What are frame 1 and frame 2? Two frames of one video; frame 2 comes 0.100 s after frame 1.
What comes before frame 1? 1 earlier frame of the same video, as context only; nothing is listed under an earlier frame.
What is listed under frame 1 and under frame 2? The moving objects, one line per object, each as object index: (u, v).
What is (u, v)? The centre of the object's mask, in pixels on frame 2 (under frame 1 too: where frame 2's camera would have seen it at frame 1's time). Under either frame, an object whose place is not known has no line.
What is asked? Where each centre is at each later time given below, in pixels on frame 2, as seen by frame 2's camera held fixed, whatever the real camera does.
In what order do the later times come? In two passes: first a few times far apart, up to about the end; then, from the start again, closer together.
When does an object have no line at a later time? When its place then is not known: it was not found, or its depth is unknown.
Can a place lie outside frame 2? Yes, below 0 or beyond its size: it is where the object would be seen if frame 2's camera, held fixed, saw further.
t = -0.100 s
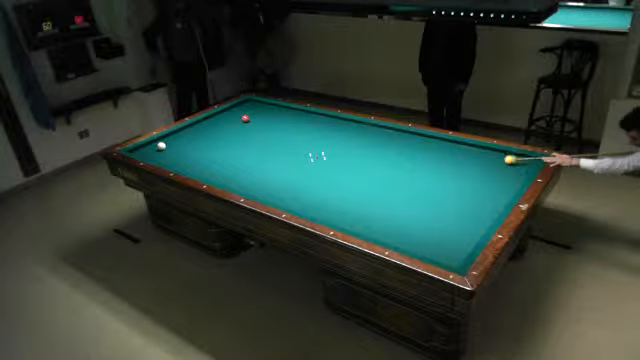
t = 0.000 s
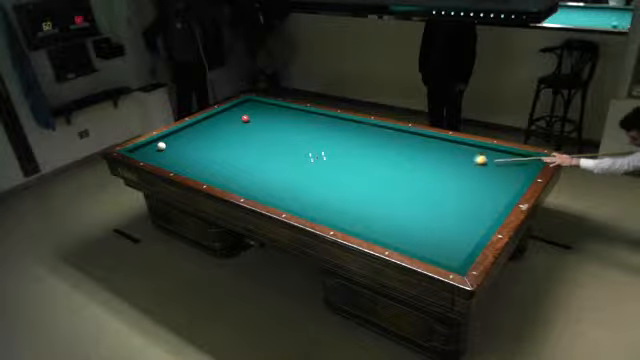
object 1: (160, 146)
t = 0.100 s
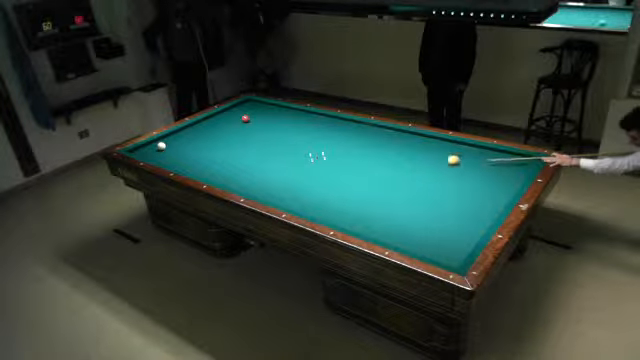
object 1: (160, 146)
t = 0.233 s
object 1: (160, 146)
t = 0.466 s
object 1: (161, 146)
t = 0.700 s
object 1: (161, 146)
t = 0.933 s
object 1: (161, 146)
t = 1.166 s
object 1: (160, 146)
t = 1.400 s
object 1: (161, 146)
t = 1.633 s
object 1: (160, 146)
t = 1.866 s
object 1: (174, 147)
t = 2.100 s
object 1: (190, 148)
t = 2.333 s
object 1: (206, 149)
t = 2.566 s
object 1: (222, 150)
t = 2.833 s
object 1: (240, 152)
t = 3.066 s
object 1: (257, 153)
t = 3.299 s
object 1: (273, 154)
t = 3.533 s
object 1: (289, 155)
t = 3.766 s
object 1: (305, 156)
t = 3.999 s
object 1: (321, 158)
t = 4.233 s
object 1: (337, 159)
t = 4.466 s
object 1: (353, 160)
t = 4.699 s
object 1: (369, 161)
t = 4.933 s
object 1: (385, 162)
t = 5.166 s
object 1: (401, 163)
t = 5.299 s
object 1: (410, 164)
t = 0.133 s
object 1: (160, 146)
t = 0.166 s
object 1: (160, 146)
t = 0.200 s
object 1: (161, 146)
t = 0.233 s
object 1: (160, 146)
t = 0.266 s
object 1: (161, 146)
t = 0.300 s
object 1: (161, 146)
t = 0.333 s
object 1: (161, 146)
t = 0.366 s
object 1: (161, 146)
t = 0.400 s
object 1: (161, 146)
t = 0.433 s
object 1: (161, 146)
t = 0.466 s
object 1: (161, 146)
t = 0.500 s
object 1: (161, 146)
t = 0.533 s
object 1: (161, 146)
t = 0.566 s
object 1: (161, 146)
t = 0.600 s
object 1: (161, 146)
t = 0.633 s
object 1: (161, 146)
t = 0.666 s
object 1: (161, 146)
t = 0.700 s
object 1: (161, 146)
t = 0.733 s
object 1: (161, 146)
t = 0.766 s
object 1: (161, 146)
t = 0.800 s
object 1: (161, 146)
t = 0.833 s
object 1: (161, 146)
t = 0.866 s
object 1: (161, 146)
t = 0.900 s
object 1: (161, 146)
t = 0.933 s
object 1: (161, 146)
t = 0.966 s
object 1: (161, 146)
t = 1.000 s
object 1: (161, 146)
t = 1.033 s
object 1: (161, 146)
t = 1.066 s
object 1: (161, 146)
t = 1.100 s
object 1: (161, 146)
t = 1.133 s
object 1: (161, 146)
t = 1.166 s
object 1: (160, 146)
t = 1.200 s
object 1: (161, 146)
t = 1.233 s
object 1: (161, 146)
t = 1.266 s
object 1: (161, 146)
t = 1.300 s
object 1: (161, 146)
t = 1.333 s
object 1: (161, 146)
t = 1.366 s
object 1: (161, 146)
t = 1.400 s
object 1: (161, 146)
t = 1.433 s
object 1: (161, 146)
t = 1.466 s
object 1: (161, 146)
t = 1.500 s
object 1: (161, 146)
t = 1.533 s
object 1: (160, 146)
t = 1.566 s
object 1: (160, 146)
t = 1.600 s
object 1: (160, 146)
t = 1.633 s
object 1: (160, 146)
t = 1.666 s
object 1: (161, 146)
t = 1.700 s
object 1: (161, 146)
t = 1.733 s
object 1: (164, 146)
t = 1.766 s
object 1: (167, 146)
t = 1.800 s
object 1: (170, 147)
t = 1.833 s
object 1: (172, 147)
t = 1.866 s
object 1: (174, 147)
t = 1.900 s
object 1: (177, 147)
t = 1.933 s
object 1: (179, 147)
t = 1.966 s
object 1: (181, 147)
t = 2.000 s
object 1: (183, 148)
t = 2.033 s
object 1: (186, 148)
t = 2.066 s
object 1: (188, 148)
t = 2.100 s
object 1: (190, 148)
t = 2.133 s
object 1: (193, 148)
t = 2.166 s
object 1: (194, 148)
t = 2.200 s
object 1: (197, 149)
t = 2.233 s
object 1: (199, 149)
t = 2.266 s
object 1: (202, 149)
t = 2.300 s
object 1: (203, 149)
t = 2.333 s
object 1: (206, 149)
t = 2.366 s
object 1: (208, 150)
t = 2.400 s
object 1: (211, 150)
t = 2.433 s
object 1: (213, 150)
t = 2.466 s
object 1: (215, 150)
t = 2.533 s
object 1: (220, 150)
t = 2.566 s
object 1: (222, 150)
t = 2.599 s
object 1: (224, 151)
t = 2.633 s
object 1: (227, 151)
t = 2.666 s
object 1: (229, 151)
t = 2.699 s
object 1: (231, 151)
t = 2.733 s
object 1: (234, 151)
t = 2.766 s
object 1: (236, 151)
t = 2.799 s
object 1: (238, 151)
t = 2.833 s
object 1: (240, 152)
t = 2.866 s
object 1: (243, 152)
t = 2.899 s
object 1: (245, 152)
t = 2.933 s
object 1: (247, 152)
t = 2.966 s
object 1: (250, 152)
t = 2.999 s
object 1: (252, 153)
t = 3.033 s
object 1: (254, 153)
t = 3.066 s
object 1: (257, 153)
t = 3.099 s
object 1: (259, 153)
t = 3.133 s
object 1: (261, 153)
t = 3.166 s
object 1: (264, 154)
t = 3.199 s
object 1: (266, 154)
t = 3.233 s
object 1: (268, 154)
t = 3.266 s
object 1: (271, 154)
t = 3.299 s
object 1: (273, 154)
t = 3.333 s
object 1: (275, 154)
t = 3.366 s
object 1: (277, 154)
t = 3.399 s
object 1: (280, 155)
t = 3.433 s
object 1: (282, 155)
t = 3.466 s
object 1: (284, 155)
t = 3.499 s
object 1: (287, 155)
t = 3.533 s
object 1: (289, 155)
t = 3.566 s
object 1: (291, 155)
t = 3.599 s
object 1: (294, 156)
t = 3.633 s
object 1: (296, 156)
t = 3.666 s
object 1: (298, 156)
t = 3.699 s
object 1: (300, 156)
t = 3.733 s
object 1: (302, 156)
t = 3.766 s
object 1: (305, 156)
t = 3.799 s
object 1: (307, 157)
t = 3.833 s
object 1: (309, 157)
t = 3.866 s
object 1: (312, 157)
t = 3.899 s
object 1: (314, 157)
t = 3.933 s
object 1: (316, 158)
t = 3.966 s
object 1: (319, 157)
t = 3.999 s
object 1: (321, 158)
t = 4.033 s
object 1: (323, 158)
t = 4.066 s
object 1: (326, 158)
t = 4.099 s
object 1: (328, 158)
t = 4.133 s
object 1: (330, 158)
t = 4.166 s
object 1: (332, 158)
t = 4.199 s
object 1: (335, 159)
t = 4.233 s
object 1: (337, 159)
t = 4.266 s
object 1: (339, 159)
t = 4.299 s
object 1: (342, 159)
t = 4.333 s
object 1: (344, 159)
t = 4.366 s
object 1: (346, 160)
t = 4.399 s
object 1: (349, 160)
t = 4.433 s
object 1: (351, 160)
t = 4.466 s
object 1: (353, 160)
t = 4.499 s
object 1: (356, 160)
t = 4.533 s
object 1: (358, 160)
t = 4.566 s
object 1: (360, 160)
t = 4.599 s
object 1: (363, 161)
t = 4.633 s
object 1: (365, 161)
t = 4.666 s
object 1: (367, 161)
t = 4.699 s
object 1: (369, 161)
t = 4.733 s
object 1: (372, 161)
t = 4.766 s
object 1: (374, 161)
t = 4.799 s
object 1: (376, 162)
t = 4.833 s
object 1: (378, 162)
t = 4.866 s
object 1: (381, 162)
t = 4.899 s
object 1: (383, 162)
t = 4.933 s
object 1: (385, 162)
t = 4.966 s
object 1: (388, 162)
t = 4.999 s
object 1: (390, 162)
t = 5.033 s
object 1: (392, 163)
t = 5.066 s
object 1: (395, 163)
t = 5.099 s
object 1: (397, 163)
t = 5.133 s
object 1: (399, 163)
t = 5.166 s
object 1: (401, 163)
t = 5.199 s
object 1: (404, 164)
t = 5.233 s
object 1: (406, 164)
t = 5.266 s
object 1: (408, 164)
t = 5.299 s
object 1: (410, 164)
